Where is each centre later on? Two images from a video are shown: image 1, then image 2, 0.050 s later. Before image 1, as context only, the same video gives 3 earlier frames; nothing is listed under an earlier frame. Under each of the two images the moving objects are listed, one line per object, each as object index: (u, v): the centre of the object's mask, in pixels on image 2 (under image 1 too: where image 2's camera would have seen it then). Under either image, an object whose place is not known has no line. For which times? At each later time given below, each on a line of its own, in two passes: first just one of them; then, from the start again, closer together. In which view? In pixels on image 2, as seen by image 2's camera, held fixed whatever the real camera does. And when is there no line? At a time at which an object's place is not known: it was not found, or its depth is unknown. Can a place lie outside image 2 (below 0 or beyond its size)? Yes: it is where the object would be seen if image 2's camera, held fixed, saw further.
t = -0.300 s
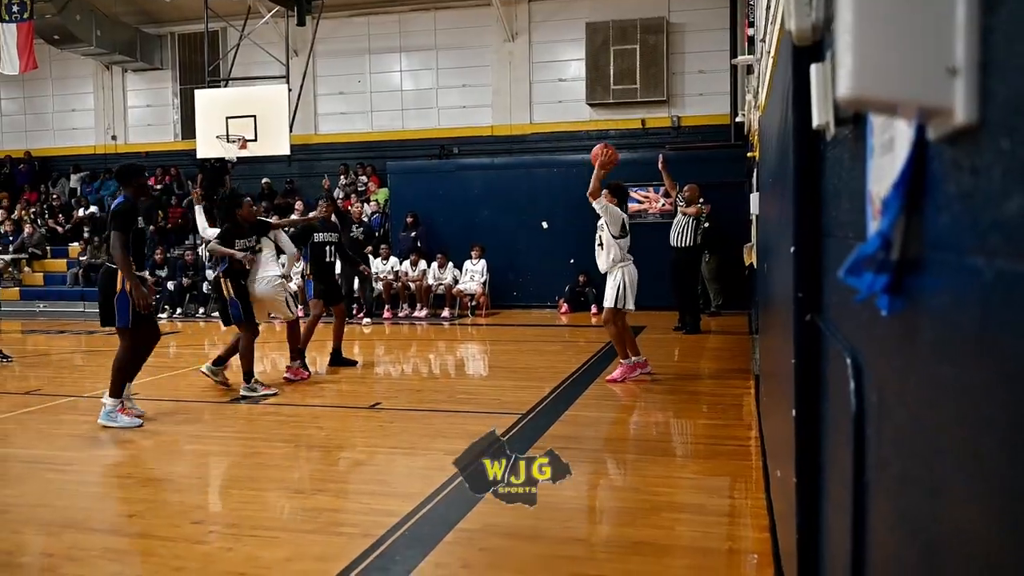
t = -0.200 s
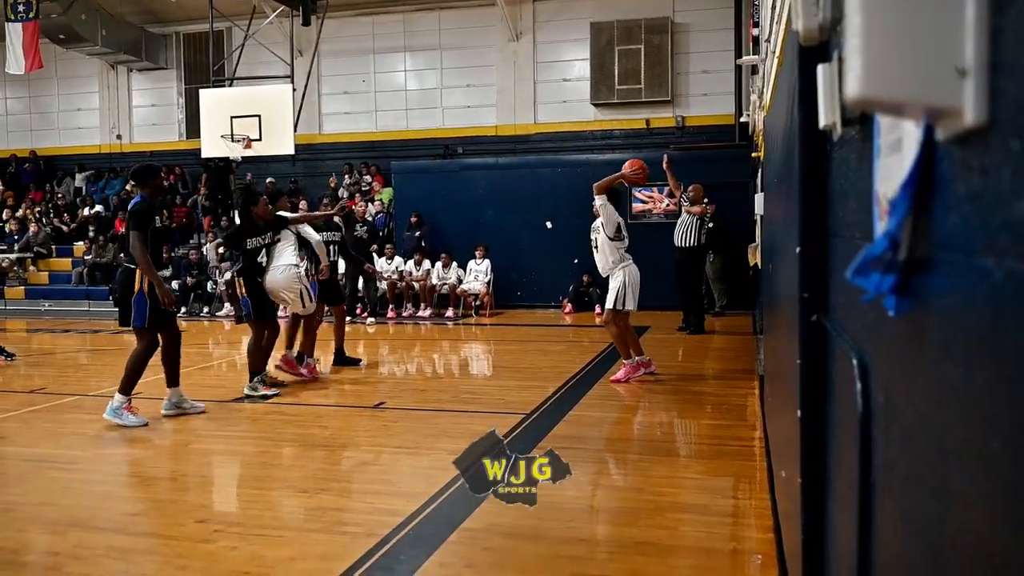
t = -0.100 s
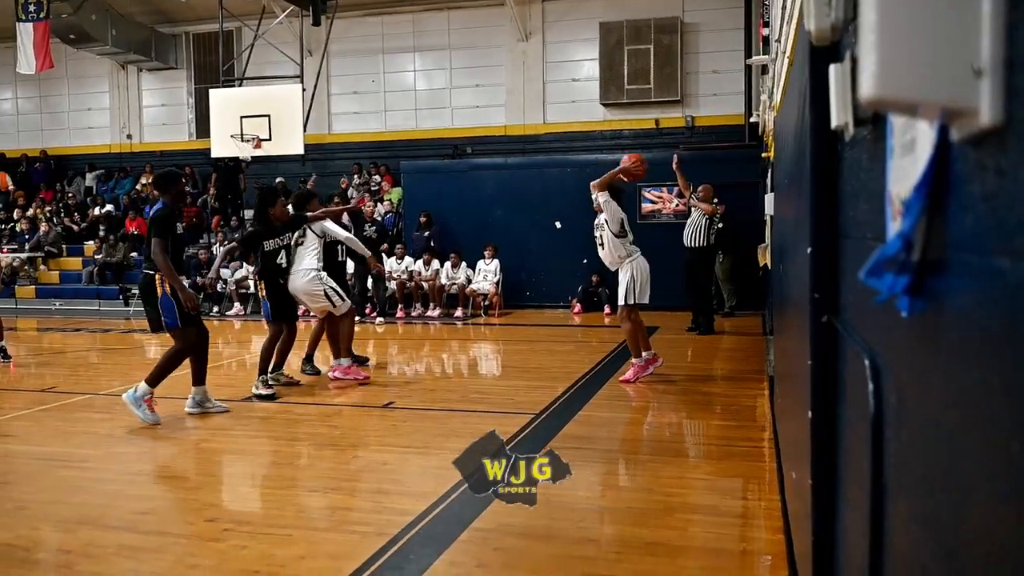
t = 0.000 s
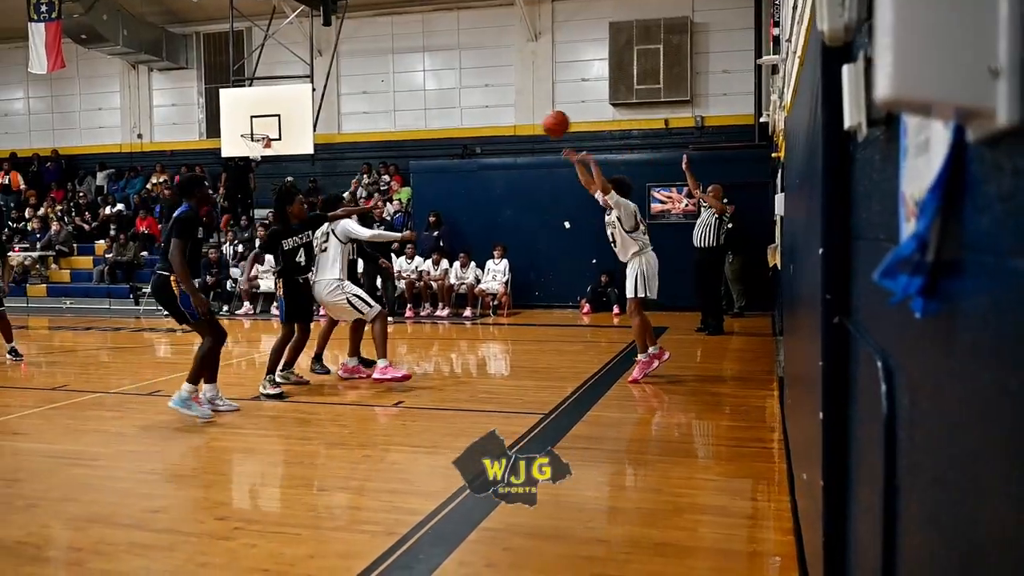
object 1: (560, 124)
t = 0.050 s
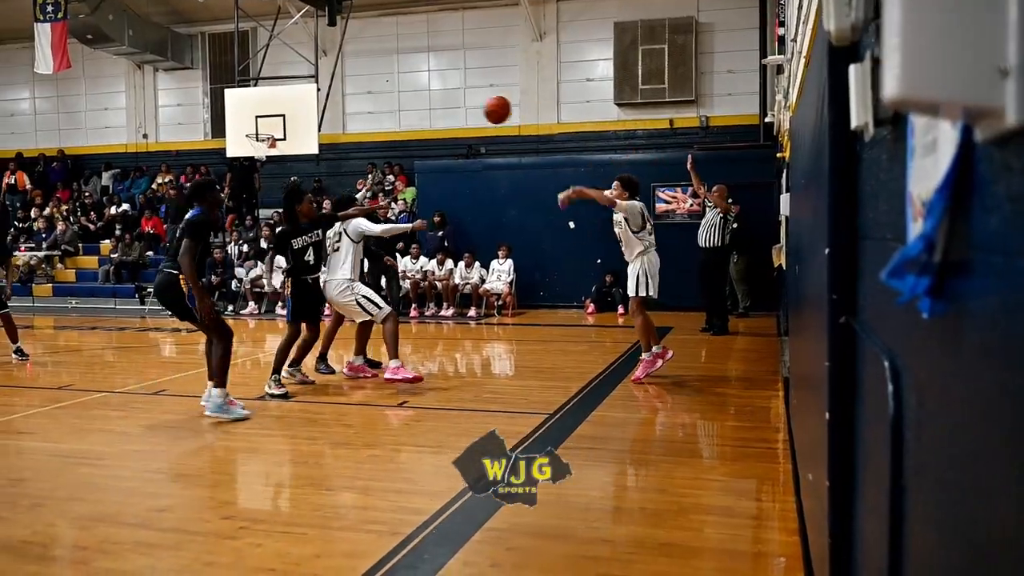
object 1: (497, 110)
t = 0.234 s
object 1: (246, 76)
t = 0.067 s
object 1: (475, 105)
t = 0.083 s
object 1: (453, 102)
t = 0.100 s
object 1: (431, 97)
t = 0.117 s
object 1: (409, 94)
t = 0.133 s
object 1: (387, 91)
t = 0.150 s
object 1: (364, 88)
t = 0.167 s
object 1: (341, 86)
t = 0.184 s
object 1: (318, 83)
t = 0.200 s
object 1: (294, 81)
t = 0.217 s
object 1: (271, 79)
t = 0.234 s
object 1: (246, 76)
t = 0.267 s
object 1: (199, 75)
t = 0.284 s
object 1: (173, 75)
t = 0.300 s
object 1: (149, 75)
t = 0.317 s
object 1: (124, 75)
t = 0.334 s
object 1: (99, 76)
